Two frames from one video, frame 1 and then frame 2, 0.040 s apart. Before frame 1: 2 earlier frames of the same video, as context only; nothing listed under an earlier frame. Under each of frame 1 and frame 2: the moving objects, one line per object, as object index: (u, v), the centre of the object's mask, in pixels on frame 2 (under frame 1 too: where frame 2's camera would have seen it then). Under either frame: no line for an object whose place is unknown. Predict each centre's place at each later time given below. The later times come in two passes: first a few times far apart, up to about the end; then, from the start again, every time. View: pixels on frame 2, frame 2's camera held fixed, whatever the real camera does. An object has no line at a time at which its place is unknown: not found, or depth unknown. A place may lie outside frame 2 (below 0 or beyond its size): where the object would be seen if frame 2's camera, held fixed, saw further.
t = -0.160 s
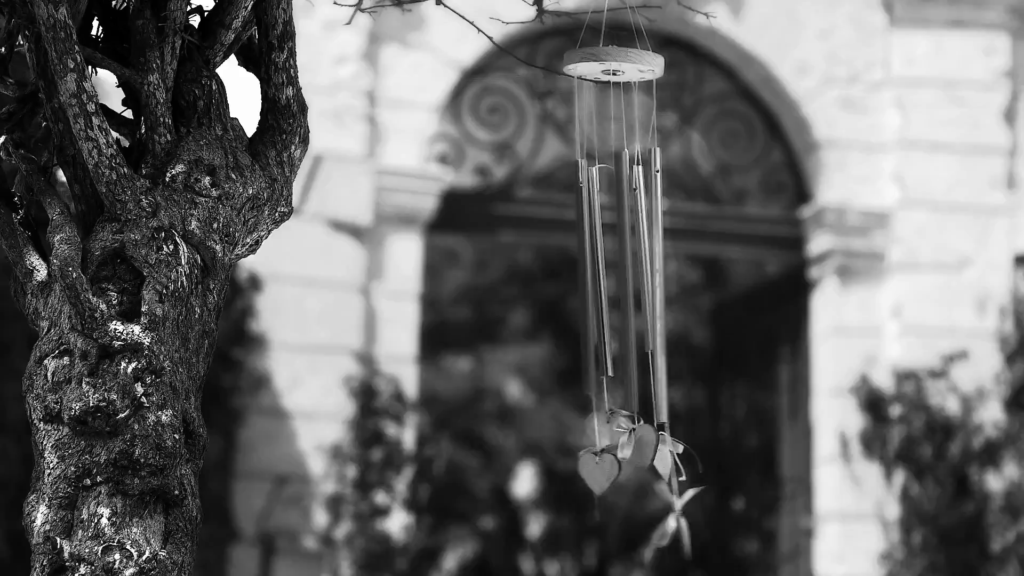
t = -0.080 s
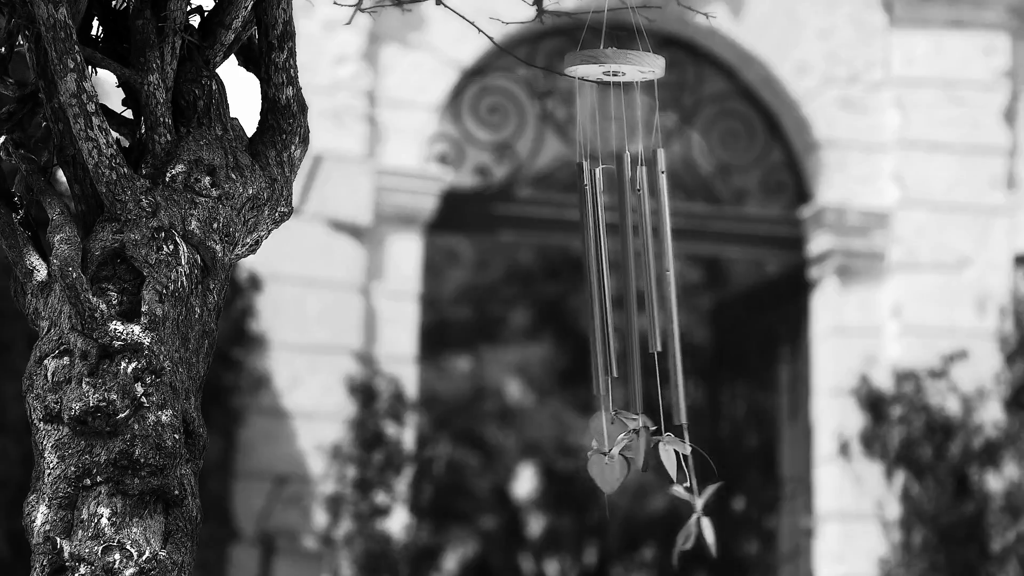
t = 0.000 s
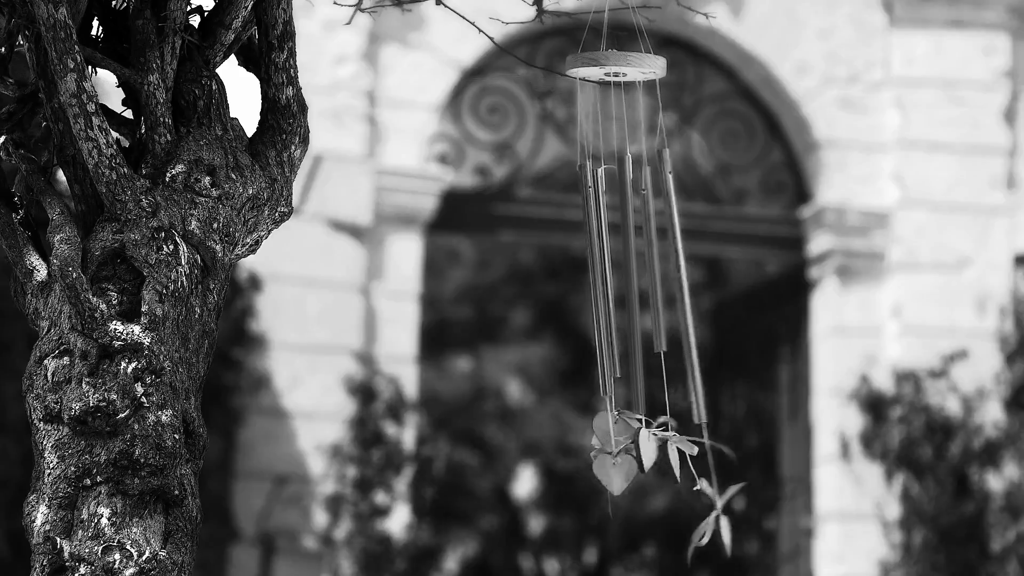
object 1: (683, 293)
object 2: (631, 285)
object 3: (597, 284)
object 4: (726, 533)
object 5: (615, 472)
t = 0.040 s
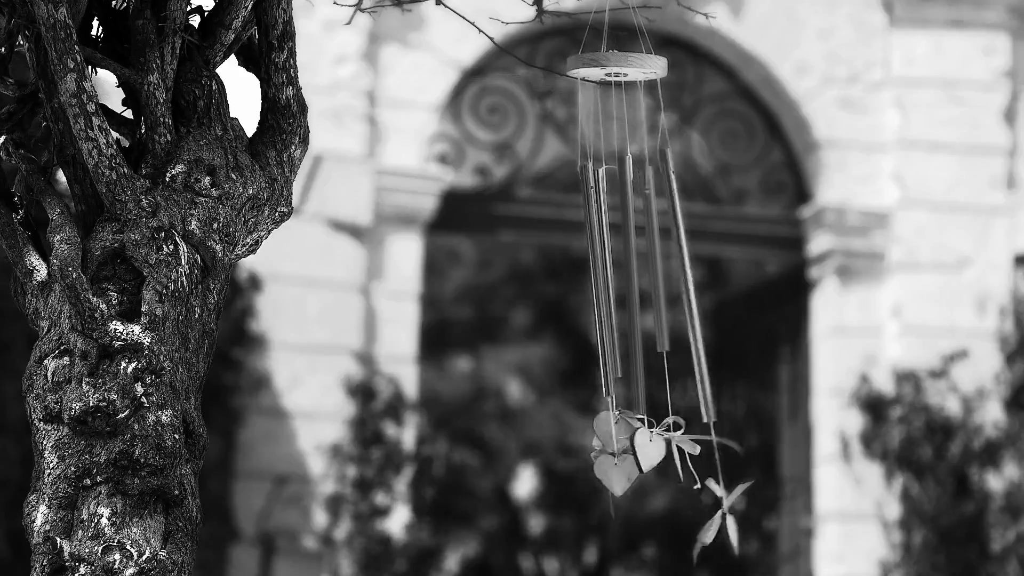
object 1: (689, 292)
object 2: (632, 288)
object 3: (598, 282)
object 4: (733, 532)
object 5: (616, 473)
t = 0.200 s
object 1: (698, 285)
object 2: (636, 287)
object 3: (601, 279)
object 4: (747, 529)
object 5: (616, 474)
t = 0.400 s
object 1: (685, 289)
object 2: (641, 278)
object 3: (599, 283)
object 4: (733, 530)
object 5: (620, 470)
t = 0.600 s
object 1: (668, 267)
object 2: (647, 272)
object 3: (591, 275)
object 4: (689, 527)
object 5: (602, 466)
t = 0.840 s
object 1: (663, 273)
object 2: (641, 273)
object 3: (582, 276)
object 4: (679, 530)
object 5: (583, 470)
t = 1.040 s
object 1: (659, 286)
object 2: (625, 286)
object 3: (583, 291)
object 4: (690, 535)
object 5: (594, 471)
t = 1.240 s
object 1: (665, 289)
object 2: (621, 287)
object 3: (588, 277)
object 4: (671, 536)
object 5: (595, 472)
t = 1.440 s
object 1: (659, 295)
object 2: (625, 276)
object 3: (581, 285)
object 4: (656, 537)
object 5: (585, 472)
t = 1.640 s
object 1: (659, 284)
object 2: (628, 275)
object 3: (584, 272)
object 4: (666, 536)
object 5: (580, 466)
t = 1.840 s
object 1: (668, 284)
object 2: (644, 279)
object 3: (582, 269)
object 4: (684, 529)
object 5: (589, 461)
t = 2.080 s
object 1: (662, 283)
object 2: (638, 283)
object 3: (586, 267)
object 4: (671, 527)
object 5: (588, 463)
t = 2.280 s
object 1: (652, 285)
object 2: (628, 279)
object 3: (580, 275)
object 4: (643, 536)
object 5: (577, 466)
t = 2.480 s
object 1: (643, 279)
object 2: (616, 280)
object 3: (571, 276)
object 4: (627, 536)
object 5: (564, 467)
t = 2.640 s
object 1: (642, 281)
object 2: (606, 277)
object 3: (566, 280)
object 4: (631, 535)
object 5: (559, 466)
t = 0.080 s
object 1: (692, 289)
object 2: (633, 288)
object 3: (599, 282)
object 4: (739, 531)
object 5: (617, 473)
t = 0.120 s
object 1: (696, 287)
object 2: (634, 289)
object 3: (600, 280)
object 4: (743, 530)
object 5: (617, 474)
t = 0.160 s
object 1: (697, 286)
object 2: (635, 289)
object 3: (601, 279)
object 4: (746, 529)
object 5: (617, 474)
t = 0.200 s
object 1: (698, 285)
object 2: (636, 287)
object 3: (601, 279)
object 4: (747, 529)
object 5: (616, 474)
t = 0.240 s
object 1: (697, 285)
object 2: (638, 288)
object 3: (601, 277)
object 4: (748, 529)
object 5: (617, 473)
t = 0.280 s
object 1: (696, 288)
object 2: (640, 283)
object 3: (600, 277)
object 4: (747, 529)
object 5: (618, 473)
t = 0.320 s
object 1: (693, 291)
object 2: (640, 283)
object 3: (600, 278)
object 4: (744, 529)
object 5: (618, 472)
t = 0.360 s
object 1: (690, 293)
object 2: (641, 281)
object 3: (599, 281)
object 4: (740, 530)
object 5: (619, 472)
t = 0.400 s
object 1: (685, 289)
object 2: (641, 278)
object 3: (599, 283)
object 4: (733, 530)
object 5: (620, 470)
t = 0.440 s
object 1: (680, 286)
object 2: (641, 277)
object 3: (596, 282)
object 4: (725, 530)
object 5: (619, 469)
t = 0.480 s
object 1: (677, 282)
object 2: (642, 273)
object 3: (595, 282)
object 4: (716, 531)
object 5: (618, 468)
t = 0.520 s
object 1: (674, 281)
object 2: (644, 274)
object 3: (593, 277)
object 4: (706, 530)
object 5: (614, 467)
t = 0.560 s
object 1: (671, 277)
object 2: (645, 271)
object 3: (592, 276)
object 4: (697, 529)
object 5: (609, 467)
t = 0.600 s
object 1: (668, 267)
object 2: (647, 272)
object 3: (591, 275)
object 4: (689, 527)
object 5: (602, 466)
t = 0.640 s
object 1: (668, 275)
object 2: (647, 271)
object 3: (590, 275)
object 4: (683, 525)
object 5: (596, 466)
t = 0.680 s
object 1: (667, 273)
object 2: (647, 271)
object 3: (589, 276)
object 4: (679, 522)
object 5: (591, 467)
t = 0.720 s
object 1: (667, 274)
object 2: (646, 271)
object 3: (587, 275)
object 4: (677, 523)
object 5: (587, 467)
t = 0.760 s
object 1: (666, 274)
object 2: (645, 272)
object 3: (585, 276)
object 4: (678, 525)
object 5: (584, 468)
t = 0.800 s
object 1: (665, 275)
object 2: (643, 272)
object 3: (583, 274)
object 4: (675, 525)
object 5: (583, 469)
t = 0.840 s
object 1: (663, 273)
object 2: (641, 273)
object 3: (582, 276)
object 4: (679, 530)
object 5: (583, 470)
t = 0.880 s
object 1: (663, 277)
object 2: (639, 273)
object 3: (581, 273)
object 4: (688, 529)
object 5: (584, 471)
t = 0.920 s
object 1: (662, 283)
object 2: (635, 274)
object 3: (581, 280)
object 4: (690, 531)
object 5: (586, 471)
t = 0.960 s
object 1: (660, 286)
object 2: (632, 280)
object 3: (581, 287)
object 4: (691, 532)
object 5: (588, 471)
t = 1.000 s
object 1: (659, 286)
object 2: (629, 273)
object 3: (581, 287)
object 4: (692, 533)
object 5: (591, 471)
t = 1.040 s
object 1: (659, 286)
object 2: (625, 286)
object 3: (583, 291)
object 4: (690, 535)
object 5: (594, 471)
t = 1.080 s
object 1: (659, 285)
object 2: (621, 286)
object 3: (586, 288)
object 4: (688, 536)
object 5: (598, 472)
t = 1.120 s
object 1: (661, 294)
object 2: (617, 283)
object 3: (587, 284)
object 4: (684, 536)
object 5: (599, 472)
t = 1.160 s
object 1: (663, 294)
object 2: (617, 280)
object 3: (588, 283)
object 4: (680, 536)
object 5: (599, 472)
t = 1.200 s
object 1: (663, 289)
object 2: (618, 279)
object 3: (588, 281)
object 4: (676, 536)
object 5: (597, 472)
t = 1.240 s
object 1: (665, 289)
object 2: (621, 287)
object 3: (588, 277)
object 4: (671, 536)
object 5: (595, 472)
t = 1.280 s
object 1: (666, 288)
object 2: (622, 284)
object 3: (587, 280)
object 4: (666, 536)
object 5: (592, 473)
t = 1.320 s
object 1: (665, 289)
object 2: (624, 280)
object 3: (585, 281)
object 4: (662, 536)
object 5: (590, 473)
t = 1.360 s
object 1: (663, 290)
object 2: (625, 278)
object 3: (583, 284)
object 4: (658, 536)
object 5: (589, 473)
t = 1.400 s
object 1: (661, 292)
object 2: (625, 279)
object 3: (582, 284)
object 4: (657, 536)
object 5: (587, 473)
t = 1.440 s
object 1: (659, 295)
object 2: (625, 276)
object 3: (581, 285)
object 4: (656, 537)
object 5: (585, 472)
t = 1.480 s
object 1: (657, 295)
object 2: (626, 278)
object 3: (581, 290)
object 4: (657, 538)
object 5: (583, 471)
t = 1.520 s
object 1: (655, 288)
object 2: (626, 277)
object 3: (581, 282)
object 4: (658, 538)
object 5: (581, 470)
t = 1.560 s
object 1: (655, 289)
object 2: (627, 277)
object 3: (582, 275)
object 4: (660, 538)
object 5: (580, 469)
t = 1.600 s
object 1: (657, 290)
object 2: (627, 276)
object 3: (583, 271)
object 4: (662, 537)
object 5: (580, 468)
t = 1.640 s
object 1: (659, 284)
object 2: (628, 275)
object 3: (584, 272)
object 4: (666, 536)
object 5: (580, 466)
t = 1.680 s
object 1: (661, 279)
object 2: (631, 276)
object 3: (583, 273)
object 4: (670, 534)
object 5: (581, 465)
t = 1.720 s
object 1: (664, 276)
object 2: (635, 283)
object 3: (581, 271)
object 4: (674, 533)
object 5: (584, 463)
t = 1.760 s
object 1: (665, 275)
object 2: (638, 279)
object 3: (581, 264)
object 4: (678, 532)
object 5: (586, 463)
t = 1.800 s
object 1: (667, 284)
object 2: (642, 280)
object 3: (581, 264)
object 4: (682, 530)
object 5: (588, 462)
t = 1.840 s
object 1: (668, 284)
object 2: (644, 279)
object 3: (582, 269)
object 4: (684, 529)
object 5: (589, 461)
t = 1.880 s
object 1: (667, 285)
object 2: (646, 275)
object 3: (584, 269)
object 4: (685, 528)
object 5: (589, 461)
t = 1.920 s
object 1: (666, 286)
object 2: (646, 275)
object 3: (586, 268)
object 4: (685, 527)
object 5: (589, 461)
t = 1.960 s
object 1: (665, 286)
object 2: (646, 277)
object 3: (588, 265)
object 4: (683, 527)
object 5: (588, 461)
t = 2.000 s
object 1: (664, 287)
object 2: (645, 278)
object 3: (589, 265)
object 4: (680, 527)
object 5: (588, 461)
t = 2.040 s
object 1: (663, 286)
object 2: (642, 278)
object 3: (589, 270)
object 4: (676, 527)
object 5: (588, 462)
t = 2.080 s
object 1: (662, 283)
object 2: (638, 283)
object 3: (586, 267)
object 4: (671, 527)
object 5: (588, 463)
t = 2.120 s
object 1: (660, 282)
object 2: (635, 283)
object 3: (585, 269)
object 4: (666, 529)
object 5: (589, 464)
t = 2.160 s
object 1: (659, 277)
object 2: (633, 280)
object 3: (583, 273)
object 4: (660, 531)
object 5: (588, 465)
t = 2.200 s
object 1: (657, 278)
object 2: (630, 286)
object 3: (582, 275)
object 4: (654, 533)
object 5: (585, 466)
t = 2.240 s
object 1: (655, 281)
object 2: (629, 280)
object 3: (581, 275)
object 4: (648, 535)
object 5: (581, 466)
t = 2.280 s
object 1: (652, 285)
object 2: (628, 279)
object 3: (580, 275)
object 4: (643, 536)
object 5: (577, 466)
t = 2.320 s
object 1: (649, 286)
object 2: (626, 279)
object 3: (578, 277)
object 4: (639, 536)
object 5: (574, 467)
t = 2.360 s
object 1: (648, 281)
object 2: (624, 278)
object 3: (577, 275)
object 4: (635, 537)
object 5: (570, 467)
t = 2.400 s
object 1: (646, 278)
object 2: (622, 281)
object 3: (575, 276)
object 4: (632, 537)
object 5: (567, 467)
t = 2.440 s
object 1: (644, 276)
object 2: (619, 279)
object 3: (573, 277)
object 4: (629, 537)
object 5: (566, 467)
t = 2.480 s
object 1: (643, 279)
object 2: (616, 280)
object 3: (571, 276)
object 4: (627, 536)
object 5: (564, 467)
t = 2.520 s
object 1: (642, 278)
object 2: (613, 280)
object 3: (568, 275)
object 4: (627, 536)
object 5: (563, 467)
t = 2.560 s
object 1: (642, 276)
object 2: (610, 279)
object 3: (566, 275)
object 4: (627, 536)
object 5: (562, 467)
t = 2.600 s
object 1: (642, 278)
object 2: (608, 279)
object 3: (566, 276)
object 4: (628, 536)
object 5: (561, 466)
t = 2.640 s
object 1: (642, 281)
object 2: (606, 277)
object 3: (566, 280)
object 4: (631, 535)
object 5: (559, 466)
